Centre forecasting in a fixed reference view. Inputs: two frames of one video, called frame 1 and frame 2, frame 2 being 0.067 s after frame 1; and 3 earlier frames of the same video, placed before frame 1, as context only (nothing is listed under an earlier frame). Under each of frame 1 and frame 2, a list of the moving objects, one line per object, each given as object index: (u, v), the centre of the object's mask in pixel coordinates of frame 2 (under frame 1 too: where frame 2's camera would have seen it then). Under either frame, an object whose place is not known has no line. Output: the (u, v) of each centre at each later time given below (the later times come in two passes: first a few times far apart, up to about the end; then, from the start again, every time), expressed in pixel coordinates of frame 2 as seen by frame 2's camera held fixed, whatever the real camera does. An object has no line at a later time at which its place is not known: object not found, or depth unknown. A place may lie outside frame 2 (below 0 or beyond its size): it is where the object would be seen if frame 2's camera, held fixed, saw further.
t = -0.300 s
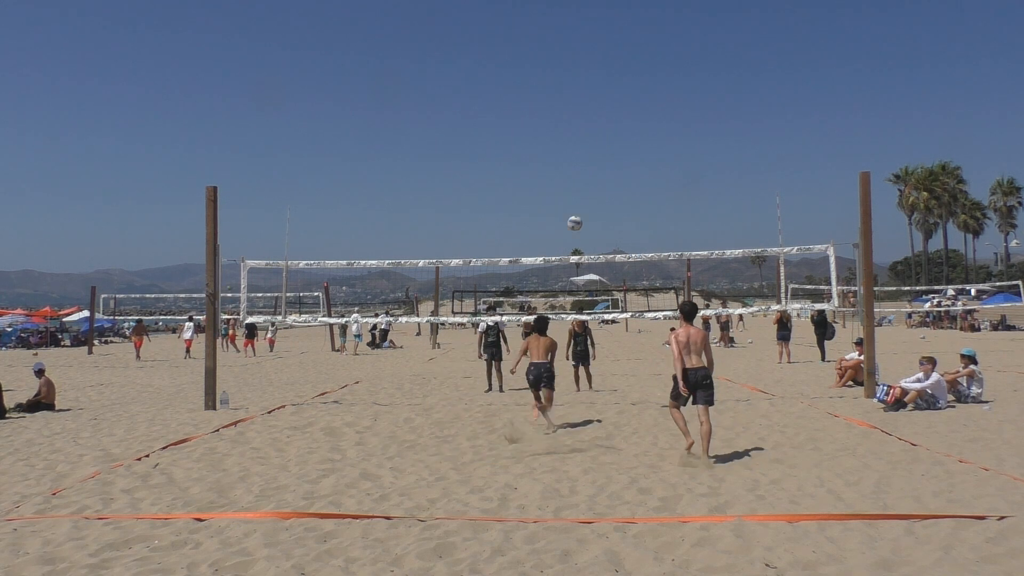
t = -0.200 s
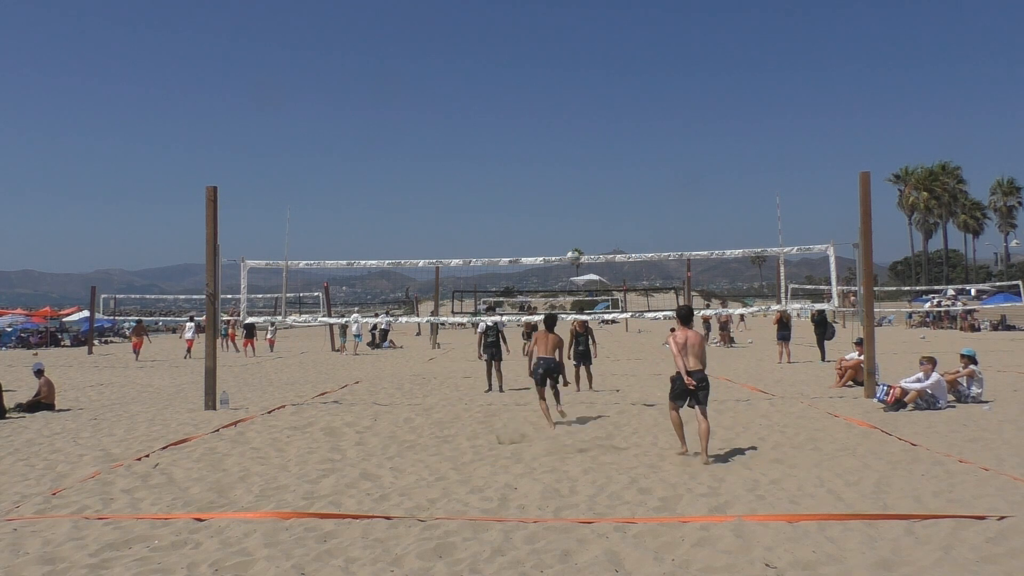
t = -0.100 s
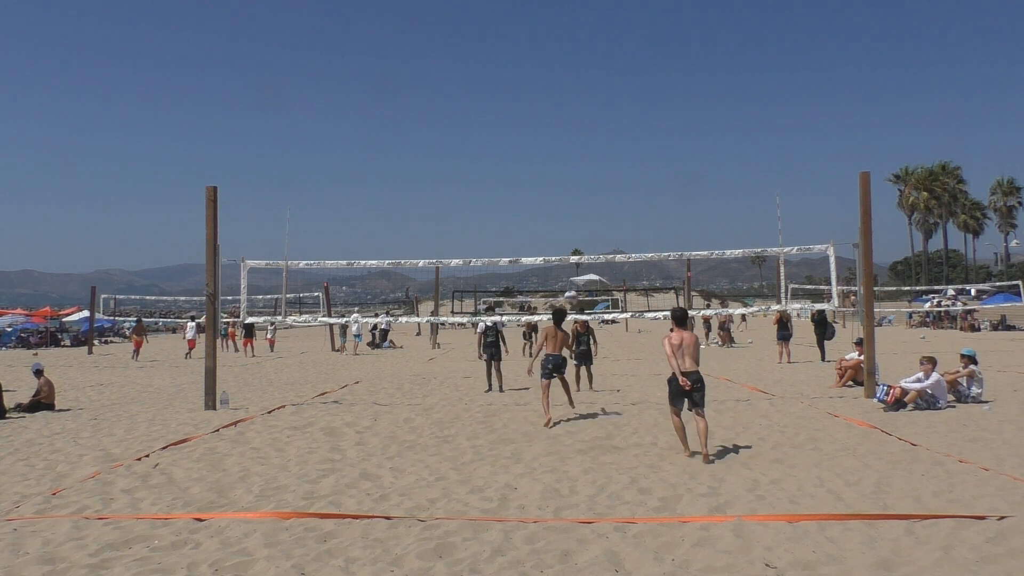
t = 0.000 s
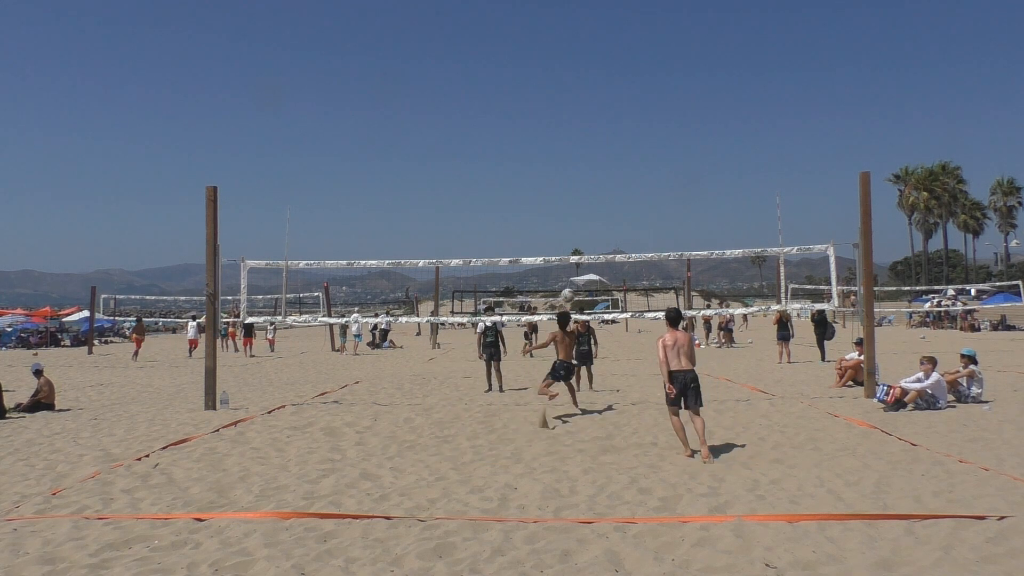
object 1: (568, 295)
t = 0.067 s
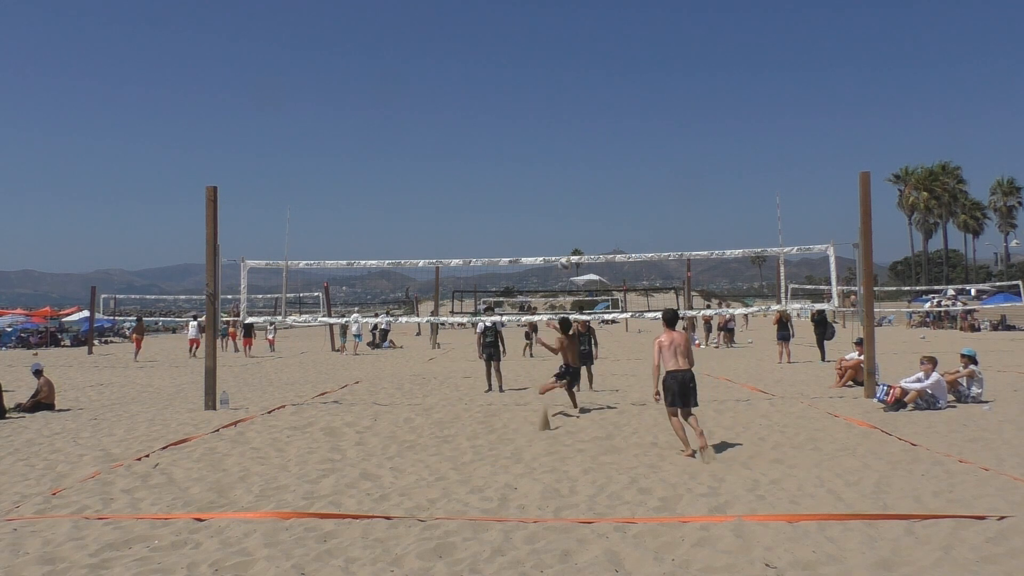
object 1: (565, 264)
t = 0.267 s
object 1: (558, 184)
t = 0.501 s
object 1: (553, 118)
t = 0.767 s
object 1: (549, 85)
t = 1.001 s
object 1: (550, 104)
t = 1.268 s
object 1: (556, 198)
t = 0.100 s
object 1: (564, 250)
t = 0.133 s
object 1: (563, 236)
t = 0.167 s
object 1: (561, 221)
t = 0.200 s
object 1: (560, 209)
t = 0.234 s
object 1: (559, 196)
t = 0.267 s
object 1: (558, 184)
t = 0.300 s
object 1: (558, 173)
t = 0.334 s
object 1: (557, 162)
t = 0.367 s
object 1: (556, 152)
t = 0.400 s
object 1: (555, 142)
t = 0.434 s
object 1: (554, 133)
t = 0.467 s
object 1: (554, 125)
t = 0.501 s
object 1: (553, 118)
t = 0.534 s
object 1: (552, 111)
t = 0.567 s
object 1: (552, 105)
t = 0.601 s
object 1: (551, 99)
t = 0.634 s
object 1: (551, 95)
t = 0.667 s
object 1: (550, 91)
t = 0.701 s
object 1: (550, 88)
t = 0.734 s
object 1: (550, 86)
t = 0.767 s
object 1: (549, 85)
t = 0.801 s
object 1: (550, 85)
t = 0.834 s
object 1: (550, 85)
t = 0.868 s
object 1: (549, 87)
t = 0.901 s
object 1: (549, 90)
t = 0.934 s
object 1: (549, 94)
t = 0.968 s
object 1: (550, 98)
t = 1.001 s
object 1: (550, 104)
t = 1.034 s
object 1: (551, 112)
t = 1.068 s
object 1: (551, 120)
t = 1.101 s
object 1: (552, 129)
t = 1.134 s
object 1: (552, 141)
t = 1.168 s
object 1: (554, 153)
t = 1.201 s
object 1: (554, 166)
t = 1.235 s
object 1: (556, 182)
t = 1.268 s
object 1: (556, 198)
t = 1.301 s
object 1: (557, 216)
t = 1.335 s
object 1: (558, 235)
